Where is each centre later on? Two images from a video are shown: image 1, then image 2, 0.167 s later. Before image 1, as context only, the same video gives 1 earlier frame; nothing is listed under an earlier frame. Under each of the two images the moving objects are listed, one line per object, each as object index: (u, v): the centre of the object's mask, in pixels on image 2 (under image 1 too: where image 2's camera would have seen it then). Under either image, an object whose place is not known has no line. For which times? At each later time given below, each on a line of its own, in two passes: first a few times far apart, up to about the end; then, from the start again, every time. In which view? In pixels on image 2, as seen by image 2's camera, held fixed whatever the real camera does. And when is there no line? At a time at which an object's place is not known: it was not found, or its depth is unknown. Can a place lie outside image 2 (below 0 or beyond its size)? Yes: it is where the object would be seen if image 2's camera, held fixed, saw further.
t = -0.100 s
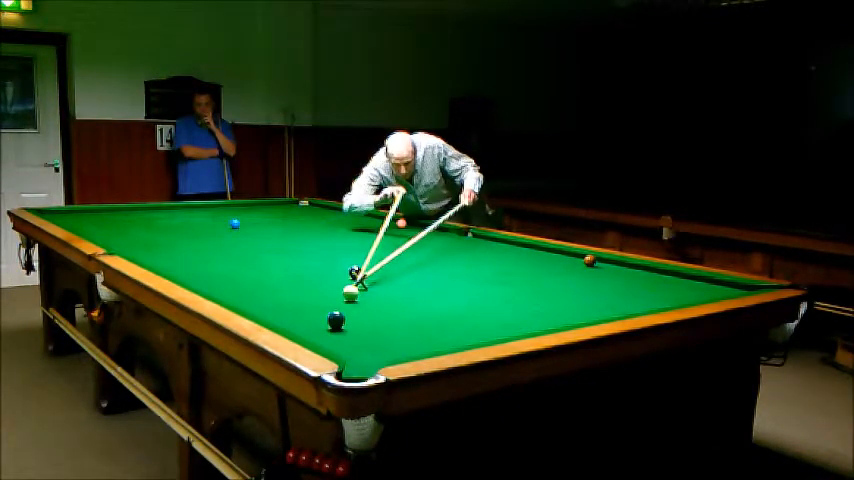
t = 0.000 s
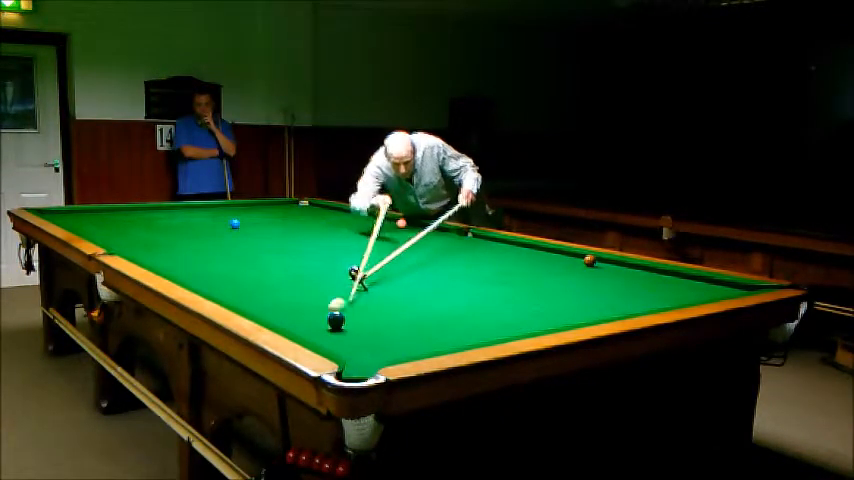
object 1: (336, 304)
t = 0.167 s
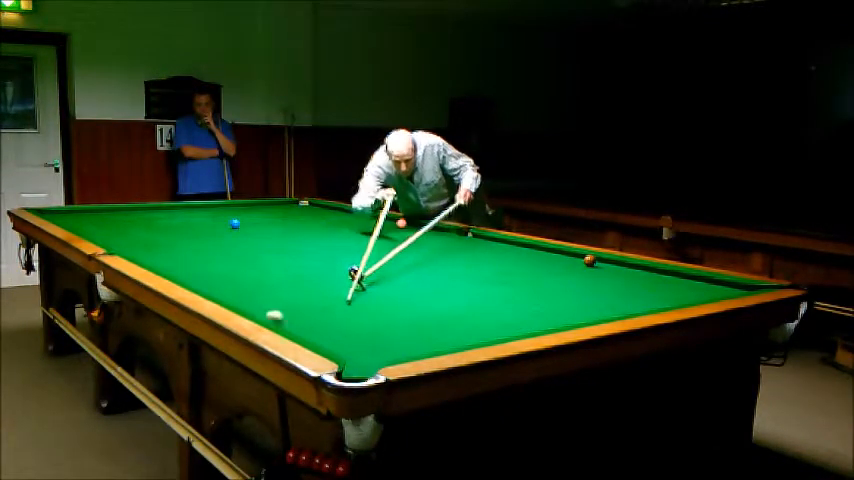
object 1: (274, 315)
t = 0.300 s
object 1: (308, 313)
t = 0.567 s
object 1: (367, 302)
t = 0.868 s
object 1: (422, 292)
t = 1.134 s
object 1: (464, 284)
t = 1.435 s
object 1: (505, 277)
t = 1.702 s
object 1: (536, 271)
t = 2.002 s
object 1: (566, 265)
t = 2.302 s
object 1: (589, 261)
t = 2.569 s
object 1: (602, 262)
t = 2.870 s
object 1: (613, 261)
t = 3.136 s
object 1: (622, 262)
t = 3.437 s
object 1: (621, 262)
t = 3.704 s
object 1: (620, 263)
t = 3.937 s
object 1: (620, 263)
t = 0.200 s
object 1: (283, 317)
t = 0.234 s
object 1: (291, 316)
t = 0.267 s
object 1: (300, 315)
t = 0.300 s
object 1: (308, 313)
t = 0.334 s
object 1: (316, 311)
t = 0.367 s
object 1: (323, 310)
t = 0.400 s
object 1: (331, 309)
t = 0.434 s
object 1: (338, 307)
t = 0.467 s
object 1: (345, 306)
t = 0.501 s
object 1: (353, 305)
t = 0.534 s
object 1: (360, 304)
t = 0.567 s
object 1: (367, 302)
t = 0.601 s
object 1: (373, 301)
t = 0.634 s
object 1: (380, 300)
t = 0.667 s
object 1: (386, 298)
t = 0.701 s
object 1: (393, 297)
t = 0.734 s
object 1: (399, 296)
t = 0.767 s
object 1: (405, 295)
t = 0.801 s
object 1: (411, 294)
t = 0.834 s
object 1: (417, 293)
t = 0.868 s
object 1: (422, 292)
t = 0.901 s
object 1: (428, 290)
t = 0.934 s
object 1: (433, 289)
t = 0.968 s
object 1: (439, 289)
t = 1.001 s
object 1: (444, 288)
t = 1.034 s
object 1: (449, 287)
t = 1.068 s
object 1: (455, 286)
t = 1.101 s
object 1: (459, 285)
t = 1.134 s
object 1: (464, 284)
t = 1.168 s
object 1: (469, 283)
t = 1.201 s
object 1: (474, 282)
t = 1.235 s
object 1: (479, 281)
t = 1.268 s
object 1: (483, 280)
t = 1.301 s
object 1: (488, 280)
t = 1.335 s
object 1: (492, 279)
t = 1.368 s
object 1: (496, 279)
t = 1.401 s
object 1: (500, 277)
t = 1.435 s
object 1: (505, 277)
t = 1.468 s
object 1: (509, 276)
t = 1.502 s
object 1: (513, 275)
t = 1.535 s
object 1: (517, 275)
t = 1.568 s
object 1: (521, 273)
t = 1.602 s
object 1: (525, 273)
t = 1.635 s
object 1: (528, 272)
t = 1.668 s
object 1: (532, 272)
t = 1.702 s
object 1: (536, 271)
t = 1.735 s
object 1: (539, 270)
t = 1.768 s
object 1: (543, 270)
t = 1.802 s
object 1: (546, 269)
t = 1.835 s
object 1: (550, 268)
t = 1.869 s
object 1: (553, 267)
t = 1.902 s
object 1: (556, 267)
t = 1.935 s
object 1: (560, 266)
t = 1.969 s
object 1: (563, 266)
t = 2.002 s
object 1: (566, 265)
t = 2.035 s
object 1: (569, 264)
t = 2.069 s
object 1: (572, 264)
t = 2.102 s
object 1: (576, 264)
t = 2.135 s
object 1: (578, 263)
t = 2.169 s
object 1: (581, 263)
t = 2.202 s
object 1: (584, 262)
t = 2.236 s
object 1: (586, 262)
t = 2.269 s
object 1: (588, 262)
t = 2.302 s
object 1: (589, 261)
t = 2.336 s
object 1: (591, 262)
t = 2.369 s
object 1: (592, 262)
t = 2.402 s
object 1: (594, 261)
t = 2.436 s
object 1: (595, 261)
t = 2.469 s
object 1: (597, 261)
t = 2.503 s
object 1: (599, 262)
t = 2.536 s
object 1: (600, 262)
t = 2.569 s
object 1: (602, 262)
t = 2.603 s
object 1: (603, 262)
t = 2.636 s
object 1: (605, 261)
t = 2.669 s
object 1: (606, 261)
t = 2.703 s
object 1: (607, 261)
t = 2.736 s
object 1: (608, 261)
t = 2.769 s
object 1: (610, 261)
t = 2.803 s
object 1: (611, 261)
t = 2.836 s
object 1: (613, 261)
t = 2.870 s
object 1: (613, 261)
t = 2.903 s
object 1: (615, 261)
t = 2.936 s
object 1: (616, 262)
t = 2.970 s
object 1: (617, 261)
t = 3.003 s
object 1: (619, 261)
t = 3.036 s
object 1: (620, 261)
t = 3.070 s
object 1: (621, 262)
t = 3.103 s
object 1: (622, 262)
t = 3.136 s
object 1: (622, 262)
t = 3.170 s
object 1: (622, 262)
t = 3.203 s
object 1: (621, 262)
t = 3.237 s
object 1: (621, 262)
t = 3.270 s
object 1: (621, 262)
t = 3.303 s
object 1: (621, 262)
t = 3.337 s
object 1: (621, 262)
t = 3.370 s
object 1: (621, 262)
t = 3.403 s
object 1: (621, 262)
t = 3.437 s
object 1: (621, 262)
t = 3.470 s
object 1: (621, 262)
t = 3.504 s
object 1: (621, 263)
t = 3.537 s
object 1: (620, 263)
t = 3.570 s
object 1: (620, 263)
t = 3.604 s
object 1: (620, 263)
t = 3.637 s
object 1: (620, 263)
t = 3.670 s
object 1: (620, 263)
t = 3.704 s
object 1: (620, 263)
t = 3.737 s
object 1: (620, 263)
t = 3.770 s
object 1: (620, 263)
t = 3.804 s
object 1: (620, 263)
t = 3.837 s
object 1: (620, 263)
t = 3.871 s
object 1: (620, 263)
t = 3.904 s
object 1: (620, 263)
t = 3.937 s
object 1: (620, 263)
